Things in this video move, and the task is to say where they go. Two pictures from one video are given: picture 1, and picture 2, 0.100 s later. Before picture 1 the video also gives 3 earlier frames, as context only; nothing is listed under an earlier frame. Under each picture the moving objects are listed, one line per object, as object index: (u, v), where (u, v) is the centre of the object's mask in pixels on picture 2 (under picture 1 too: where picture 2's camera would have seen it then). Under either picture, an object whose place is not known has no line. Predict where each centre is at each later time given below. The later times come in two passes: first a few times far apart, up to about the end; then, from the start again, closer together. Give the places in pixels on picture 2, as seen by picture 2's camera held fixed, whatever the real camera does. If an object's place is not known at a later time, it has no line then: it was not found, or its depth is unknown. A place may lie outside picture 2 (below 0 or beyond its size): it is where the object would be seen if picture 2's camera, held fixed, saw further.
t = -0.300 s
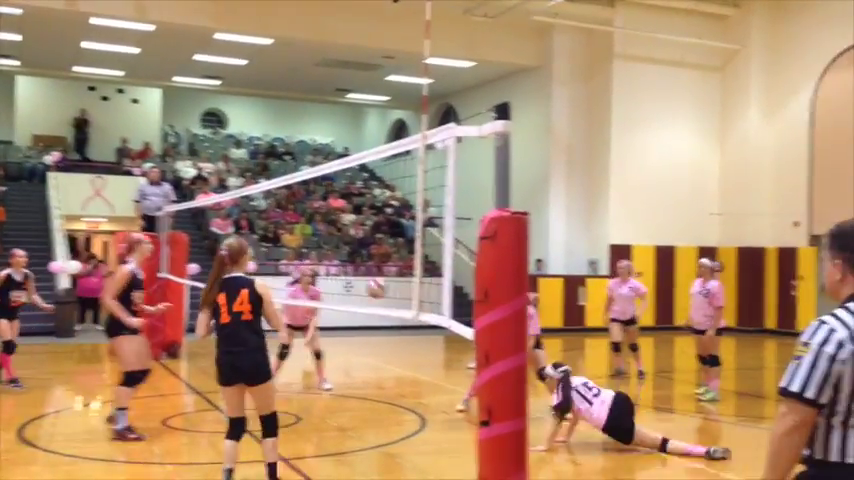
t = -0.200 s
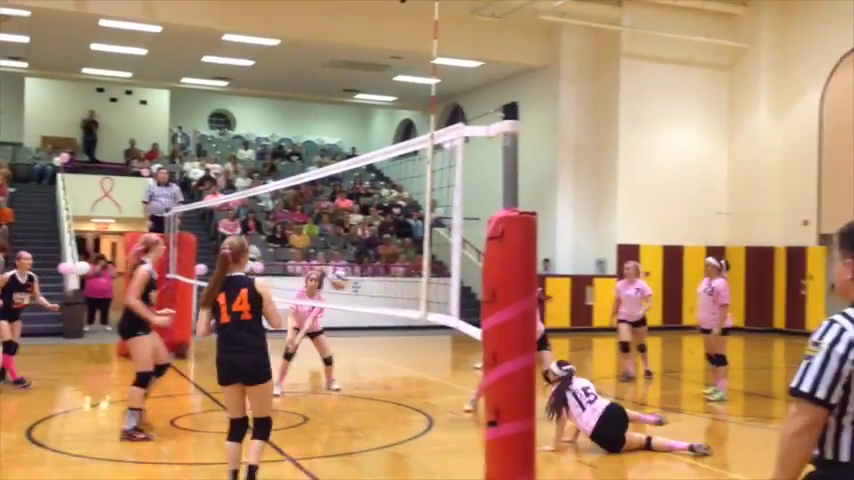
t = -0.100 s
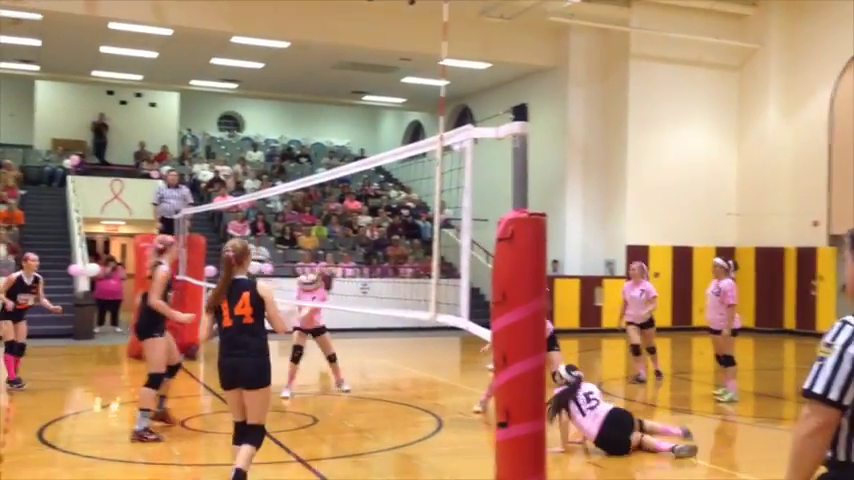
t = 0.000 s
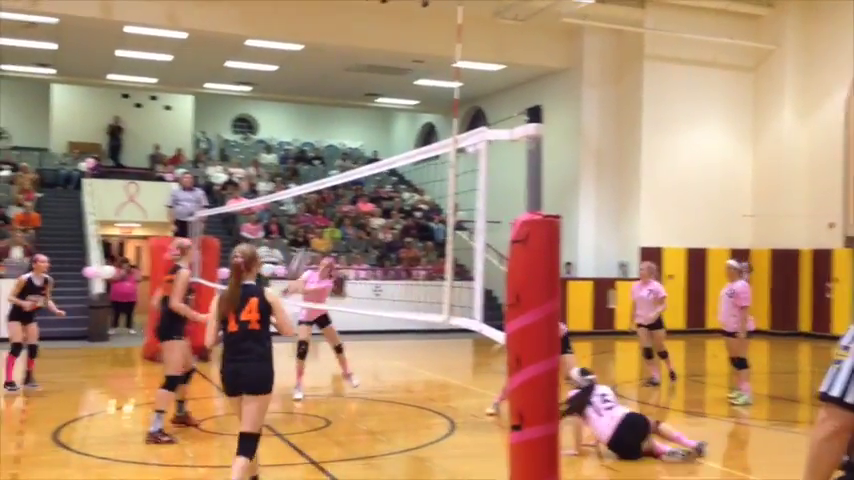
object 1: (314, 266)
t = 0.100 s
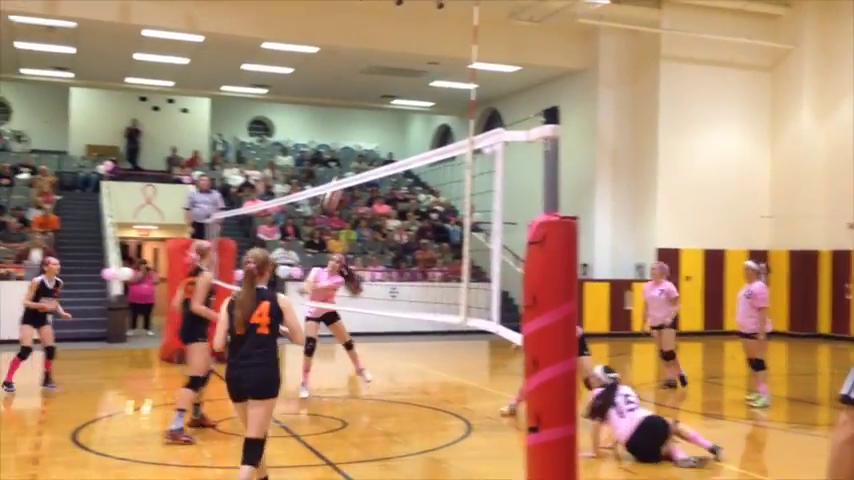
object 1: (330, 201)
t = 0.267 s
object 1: (359, 92)
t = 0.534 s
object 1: (401, -12)
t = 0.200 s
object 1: (347, 130)
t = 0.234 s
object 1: (354, 110)
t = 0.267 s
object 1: (359, 92)
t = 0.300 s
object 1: (365, 76)
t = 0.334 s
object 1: (369, 59)
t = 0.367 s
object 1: (374, 43)
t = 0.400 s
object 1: (380, 29)
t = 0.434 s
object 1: (384, 15)
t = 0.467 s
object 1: (390, 3)
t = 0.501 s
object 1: (396, -6)
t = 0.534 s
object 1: (401, -12)
